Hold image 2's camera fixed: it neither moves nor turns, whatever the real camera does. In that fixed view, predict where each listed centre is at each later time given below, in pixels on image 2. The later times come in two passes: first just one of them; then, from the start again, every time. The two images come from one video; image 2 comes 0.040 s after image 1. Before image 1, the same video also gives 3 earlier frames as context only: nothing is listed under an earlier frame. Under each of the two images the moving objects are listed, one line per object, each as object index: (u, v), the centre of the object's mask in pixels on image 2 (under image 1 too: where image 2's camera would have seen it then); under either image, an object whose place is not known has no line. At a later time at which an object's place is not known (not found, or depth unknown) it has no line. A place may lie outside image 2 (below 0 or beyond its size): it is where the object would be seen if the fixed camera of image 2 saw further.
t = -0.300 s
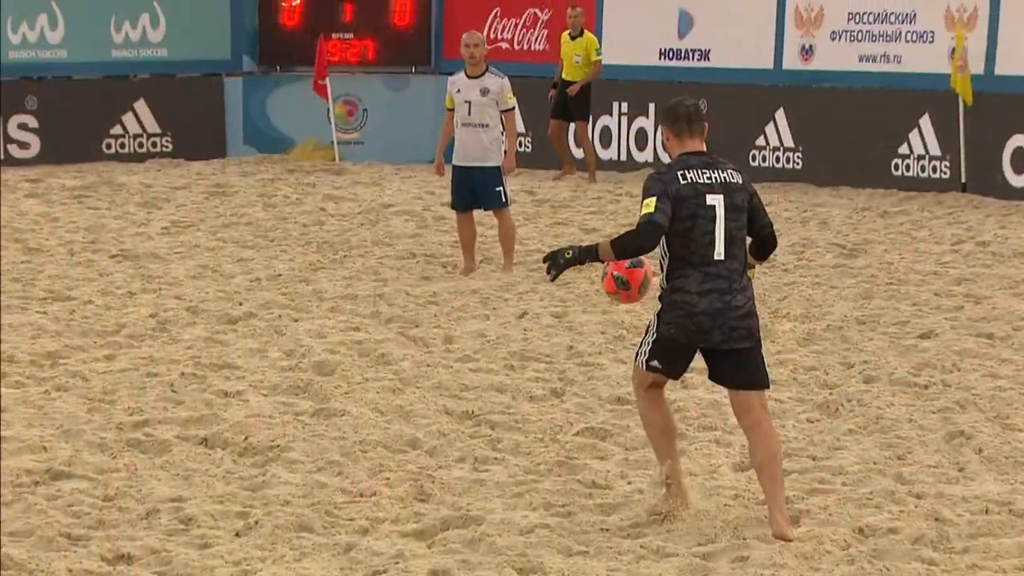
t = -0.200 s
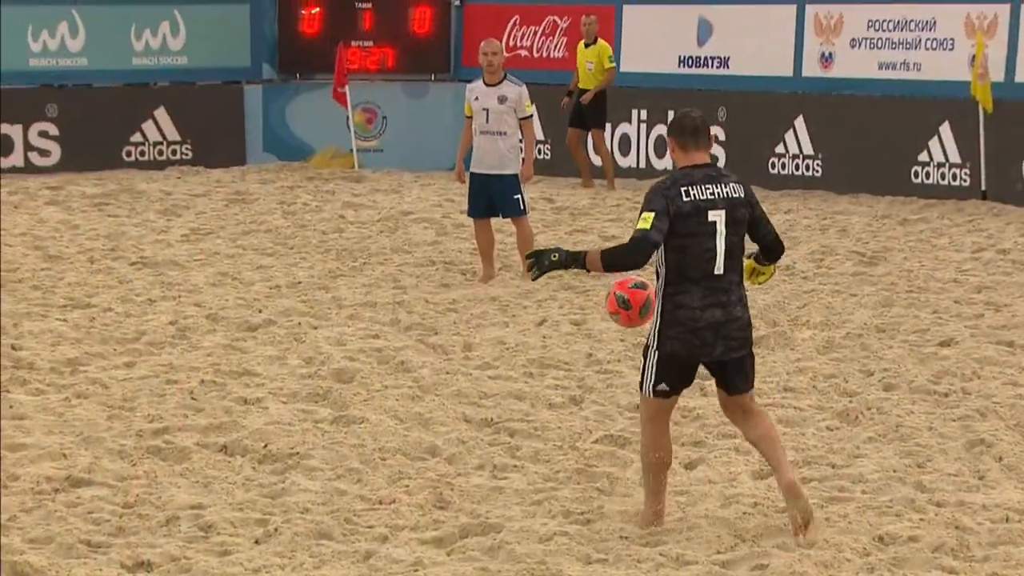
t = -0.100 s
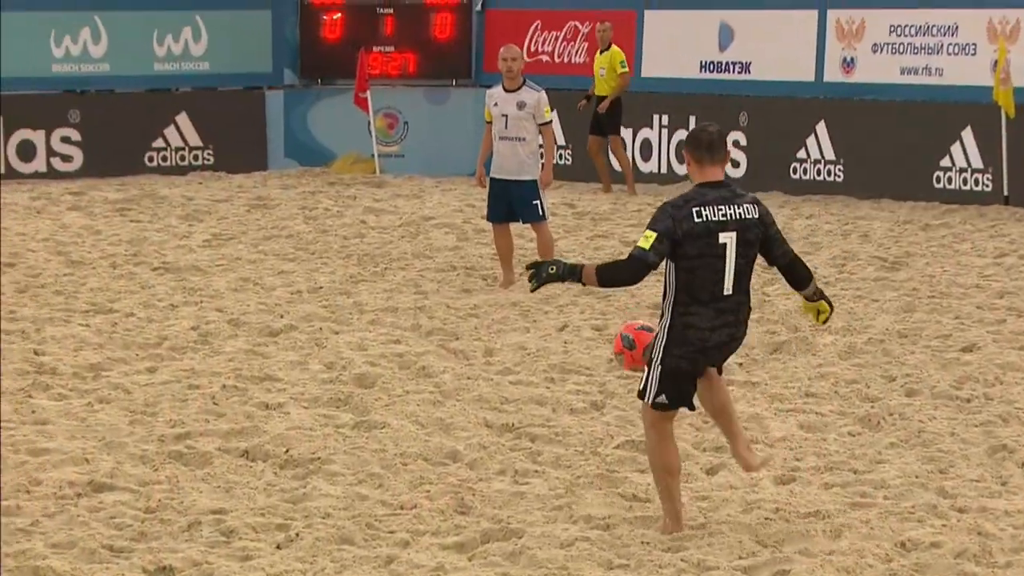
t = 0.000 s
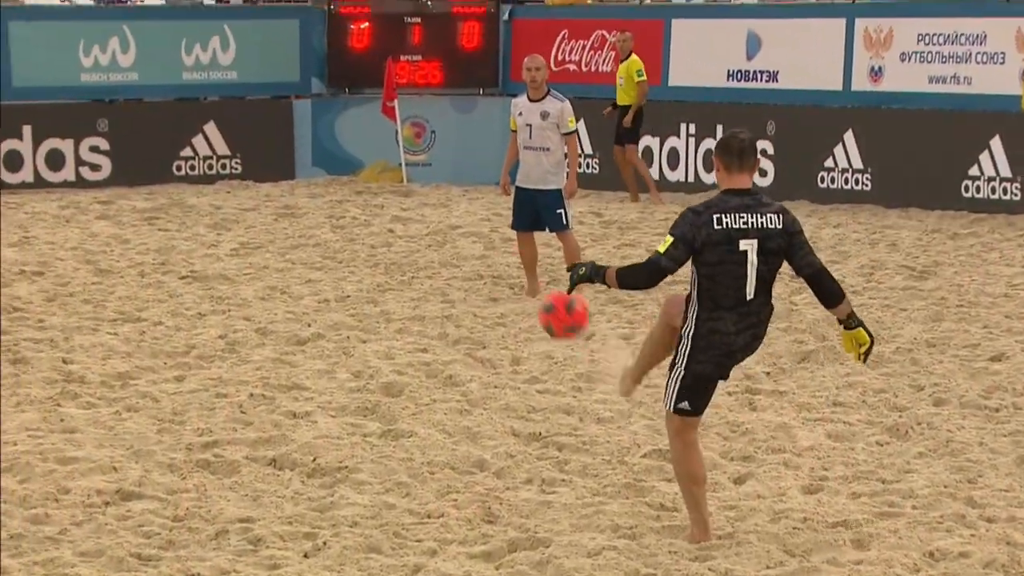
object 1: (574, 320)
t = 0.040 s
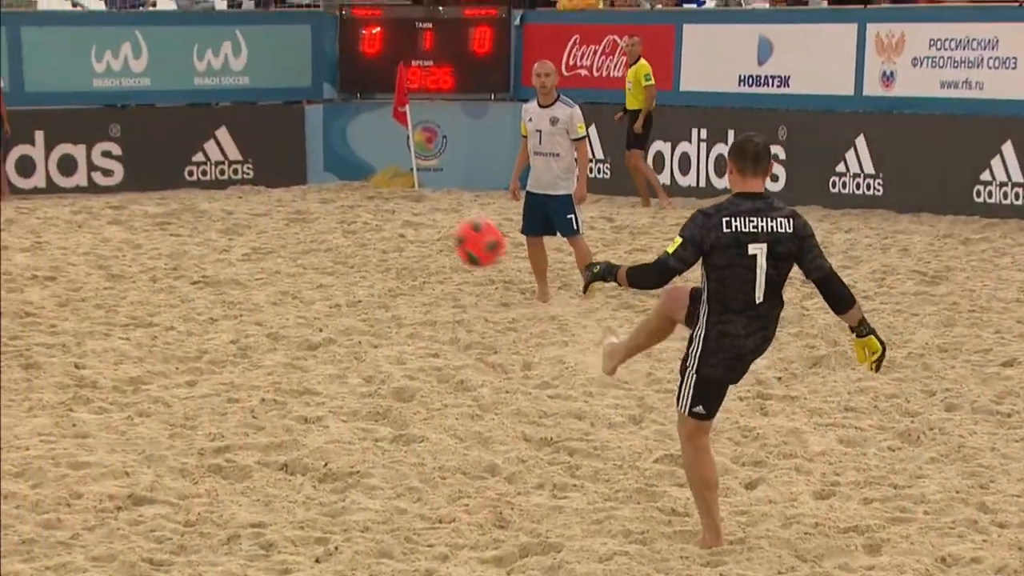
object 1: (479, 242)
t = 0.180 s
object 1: (159, 16)
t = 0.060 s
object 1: (432, 206)
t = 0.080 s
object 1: (385, 171)
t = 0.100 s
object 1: (340, 138)
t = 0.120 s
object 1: (294, 106)
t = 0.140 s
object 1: (249, 76)
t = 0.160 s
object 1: (204, 45)
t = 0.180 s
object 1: (159, 16)
